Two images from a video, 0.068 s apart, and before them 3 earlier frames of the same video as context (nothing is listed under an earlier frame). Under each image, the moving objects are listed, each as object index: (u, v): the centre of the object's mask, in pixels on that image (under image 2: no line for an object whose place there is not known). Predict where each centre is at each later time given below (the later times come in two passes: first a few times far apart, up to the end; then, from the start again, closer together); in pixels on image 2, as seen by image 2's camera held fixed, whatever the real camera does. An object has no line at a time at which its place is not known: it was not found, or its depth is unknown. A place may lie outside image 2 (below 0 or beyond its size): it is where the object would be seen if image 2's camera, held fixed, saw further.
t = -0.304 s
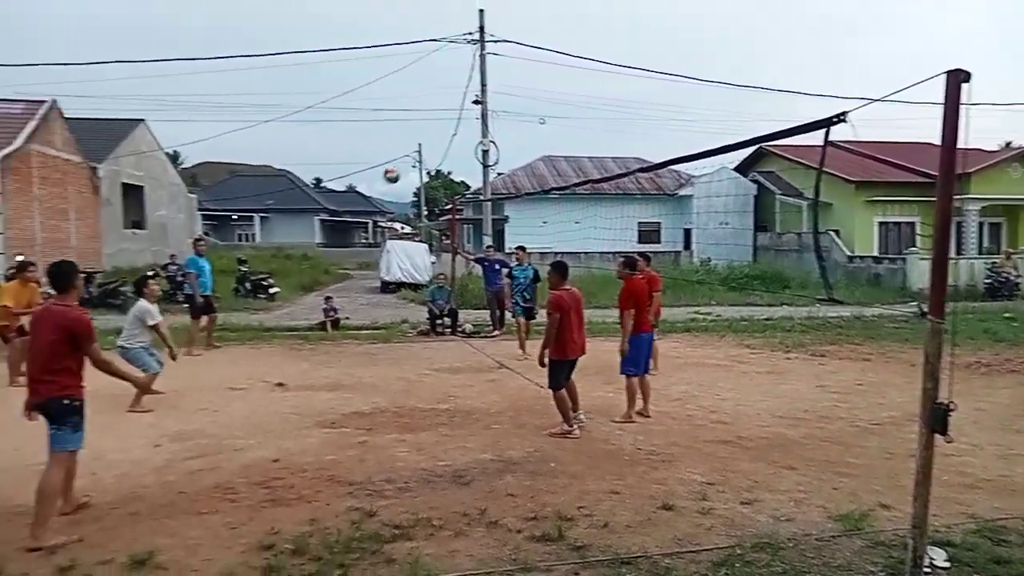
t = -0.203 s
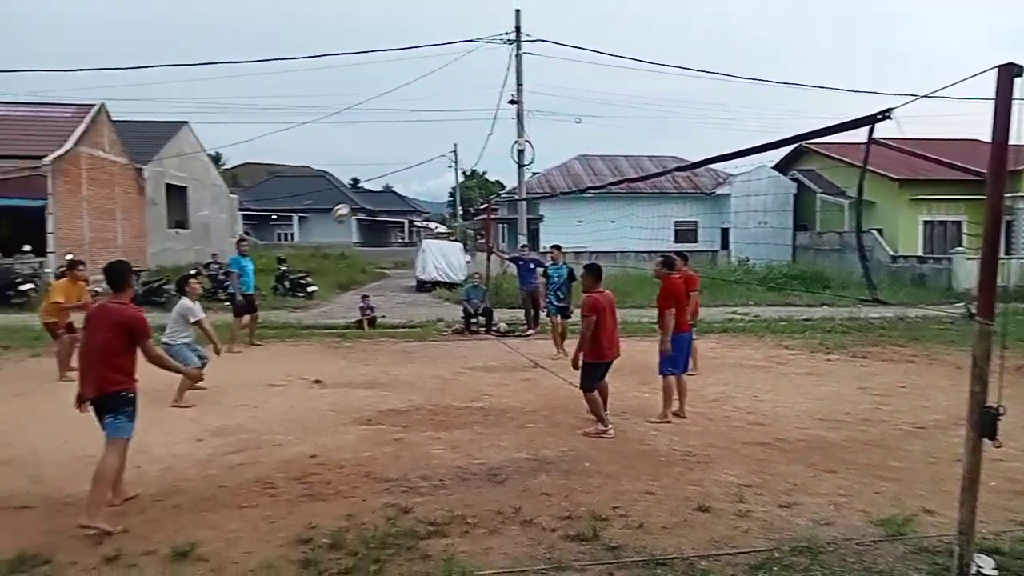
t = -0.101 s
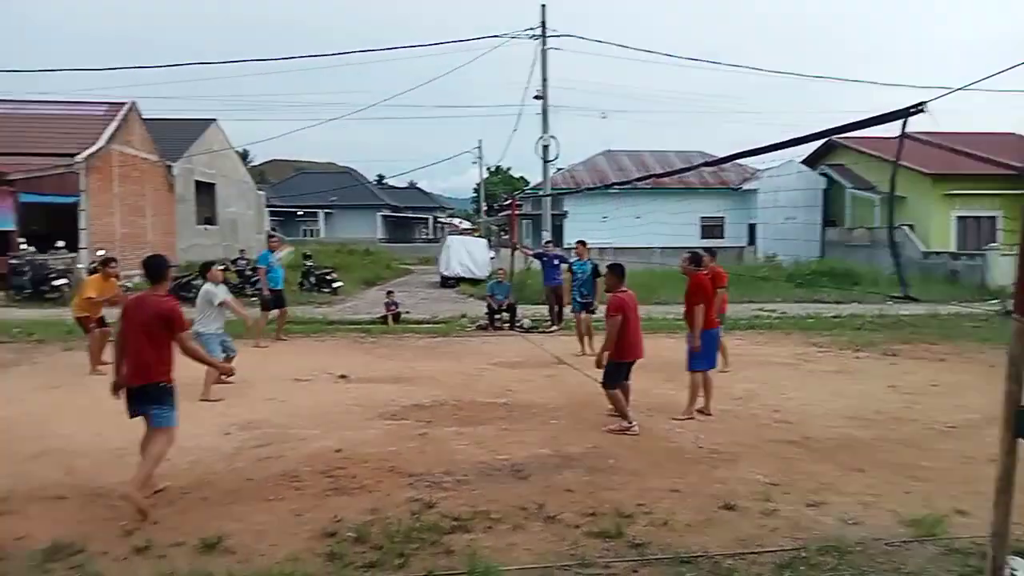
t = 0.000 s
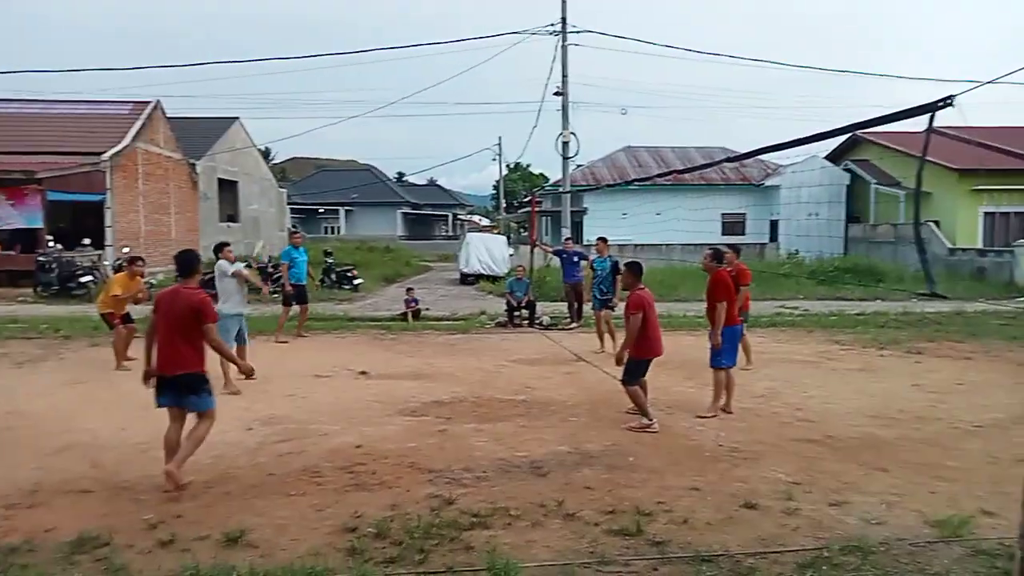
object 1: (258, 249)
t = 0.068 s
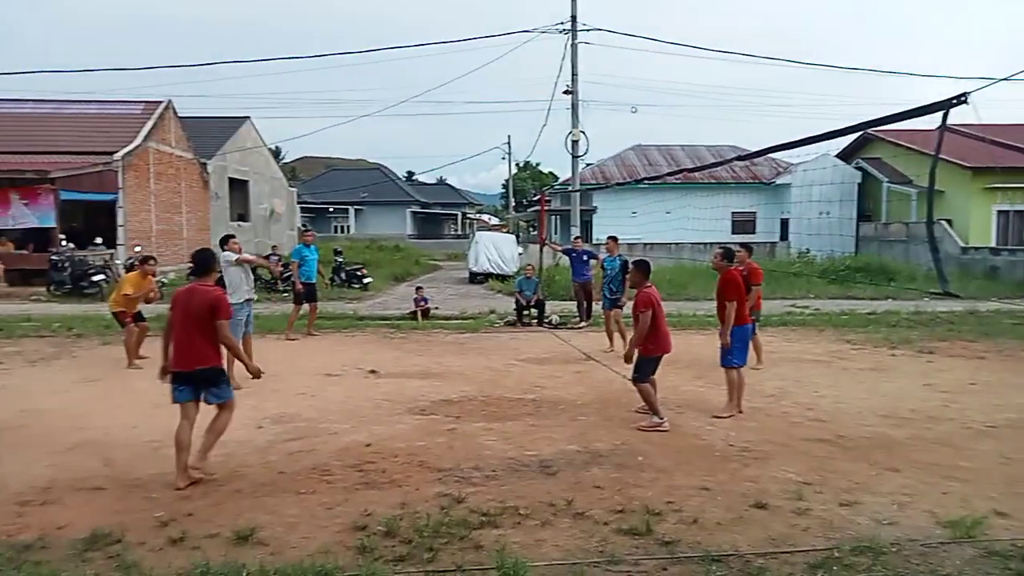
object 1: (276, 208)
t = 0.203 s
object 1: (284, 140)
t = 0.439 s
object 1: (301, 46)
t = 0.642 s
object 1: (318, 3)
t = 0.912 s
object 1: (345, 2)
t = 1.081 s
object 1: (363, 39)
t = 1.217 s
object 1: (380, 92)
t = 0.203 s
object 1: (284, 140)
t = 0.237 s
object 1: (287, 125)
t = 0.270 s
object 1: (290, 109)
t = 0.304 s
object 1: (291, 95)
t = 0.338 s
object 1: (294, 81)
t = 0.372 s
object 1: (296, 69)
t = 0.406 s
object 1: (298, 57)
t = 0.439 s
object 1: (301, 46)
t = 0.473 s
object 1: (303, 36)
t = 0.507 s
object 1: (306, 27)
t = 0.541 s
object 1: (309, 20)
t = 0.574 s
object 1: (312, 12)
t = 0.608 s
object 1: (315, 7)
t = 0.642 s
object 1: (318, 3)
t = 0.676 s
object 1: (322, 1)
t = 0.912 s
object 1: (345, 2)
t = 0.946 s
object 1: (348, 7)
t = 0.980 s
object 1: (352, 13)
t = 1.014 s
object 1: (356, 21)
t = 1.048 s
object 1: (359, 29)
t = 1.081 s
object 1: (363, 39)
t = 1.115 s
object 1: (367, 50)
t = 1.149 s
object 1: (372, 63)
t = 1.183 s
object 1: (376, 76)
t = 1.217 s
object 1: (380, 92)
